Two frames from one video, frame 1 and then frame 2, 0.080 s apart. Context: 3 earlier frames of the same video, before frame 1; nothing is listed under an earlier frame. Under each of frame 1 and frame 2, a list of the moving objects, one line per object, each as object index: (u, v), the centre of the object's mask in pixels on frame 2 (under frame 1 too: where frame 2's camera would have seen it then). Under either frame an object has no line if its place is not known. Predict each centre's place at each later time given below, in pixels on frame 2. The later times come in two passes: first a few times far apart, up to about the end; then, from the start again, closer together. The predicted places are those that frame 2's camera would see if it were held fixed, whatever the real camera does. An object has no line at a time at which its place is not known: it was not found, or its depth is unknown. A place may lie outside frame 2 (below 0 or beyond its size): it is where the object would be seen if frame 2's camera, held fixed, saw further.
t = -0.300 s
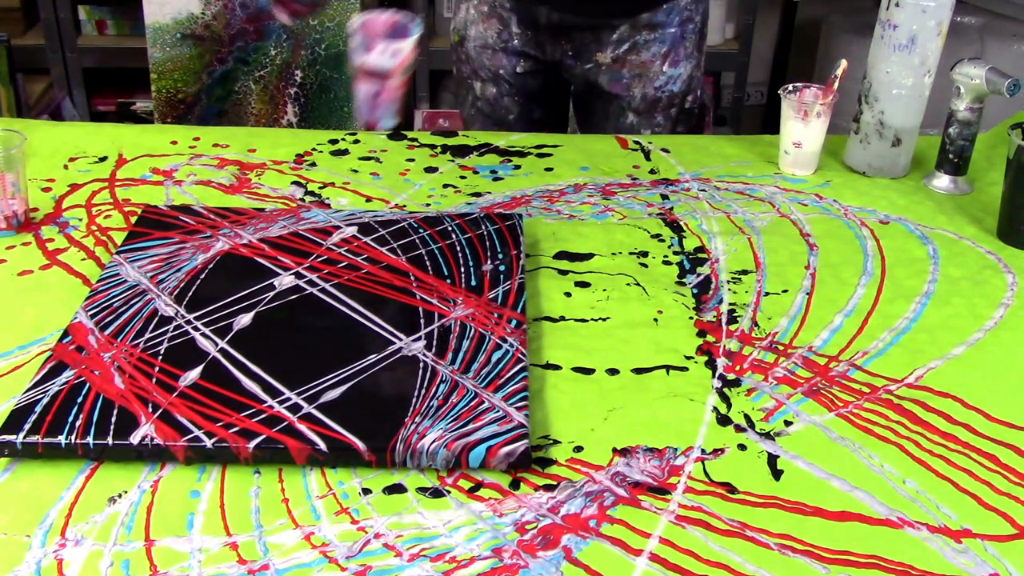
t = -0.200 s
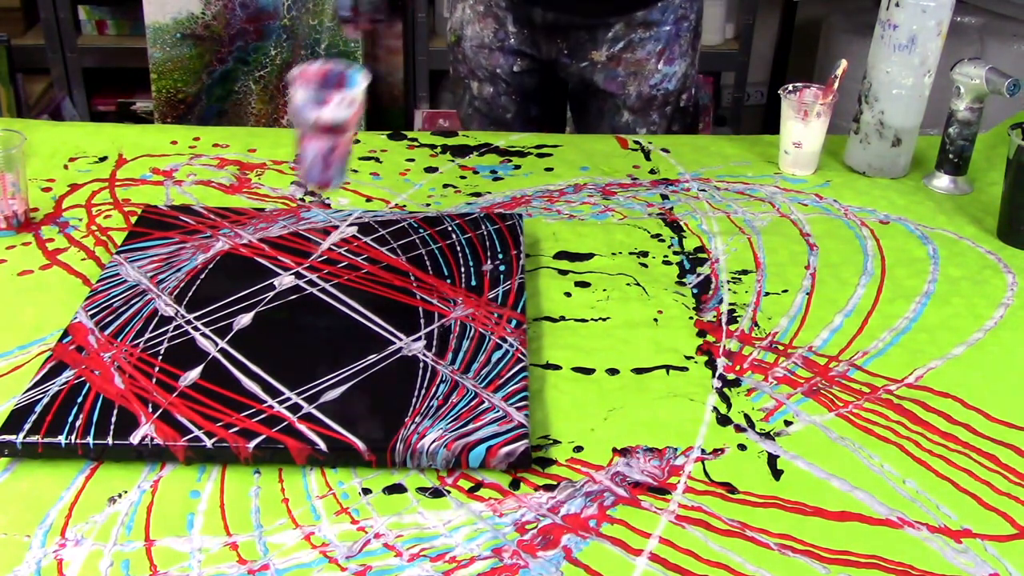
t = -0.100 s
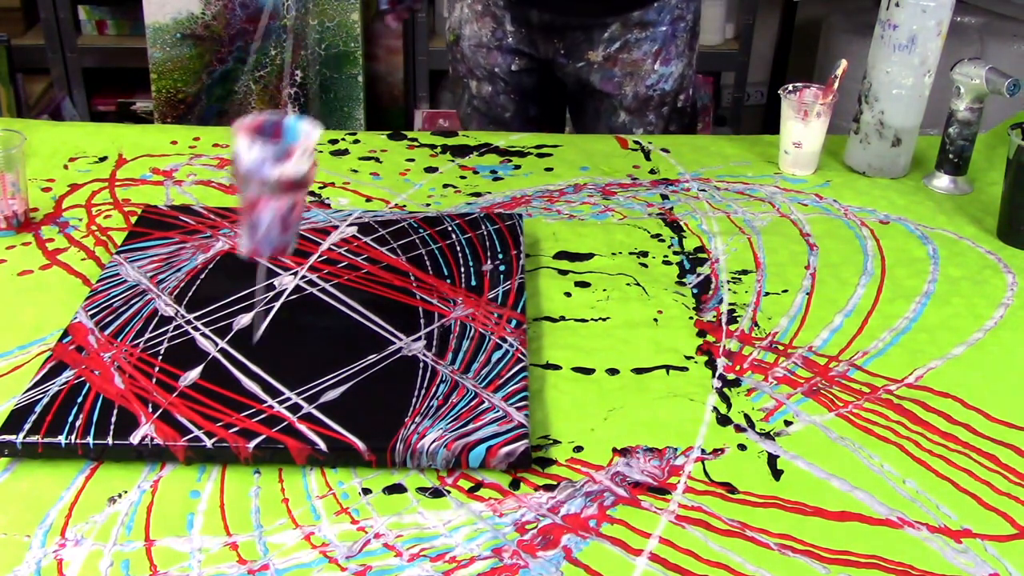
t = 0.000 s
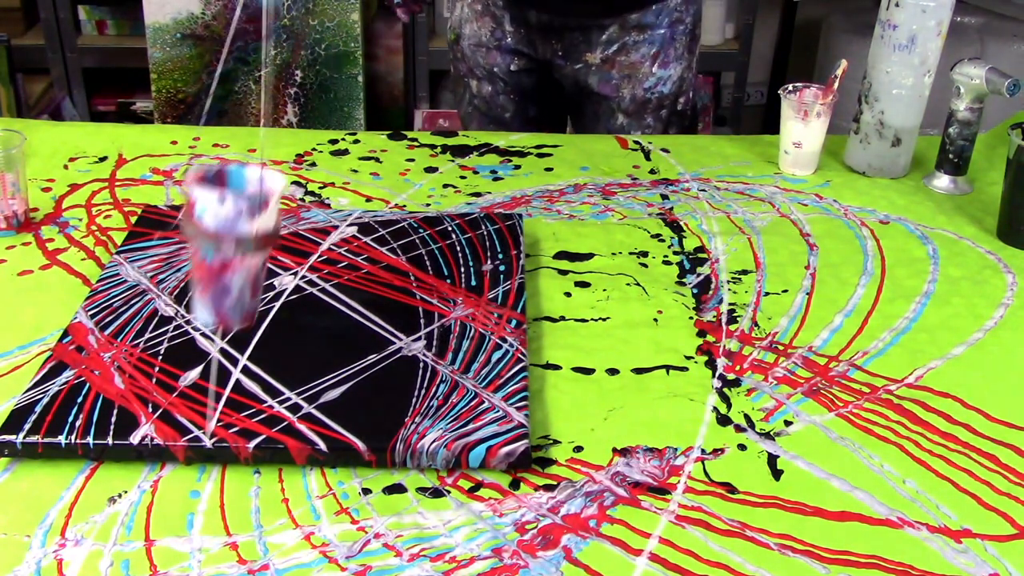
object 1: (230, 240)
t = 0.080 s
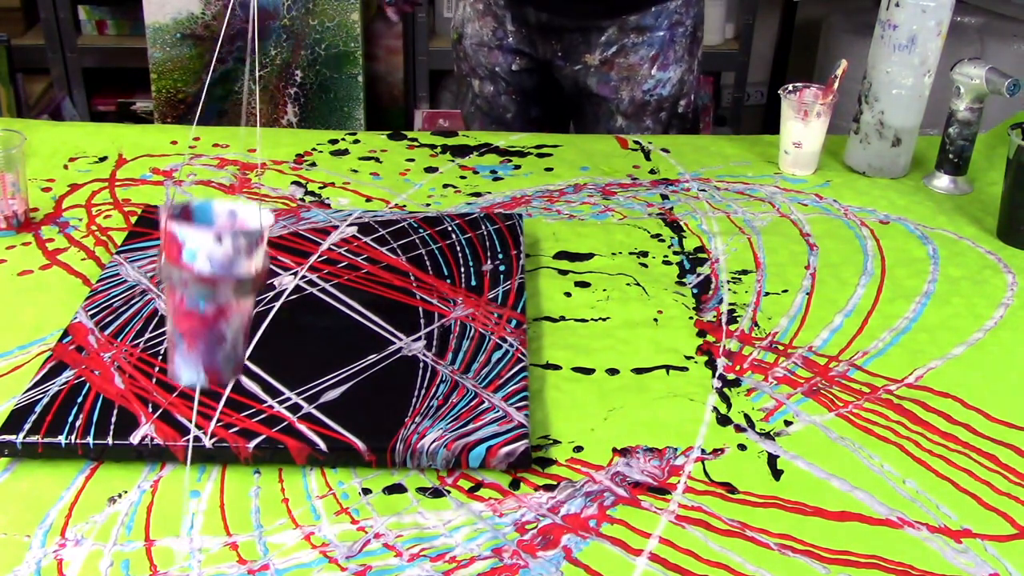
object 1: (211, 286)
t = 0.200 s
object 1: (224, 345)
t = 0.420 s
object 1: (406, 397)
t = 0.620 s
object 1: (613, 354)
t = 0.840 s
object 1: (698, 236)
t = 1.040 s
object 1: (678, 114)
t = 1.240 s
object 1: (616, 35)
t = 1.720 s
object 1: (415, 34)
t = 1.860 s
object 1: (360, 75)
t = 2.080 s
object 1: (300, 199)
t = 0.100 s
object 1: (209, 295)
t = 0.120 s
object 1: (208, 306)
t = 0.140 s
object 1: (209, 316)
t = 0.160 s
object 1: (213, 326)
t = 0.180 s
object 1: (217, 336)
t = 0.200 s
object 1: (224, 345)
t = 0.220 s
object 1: (232, 352)
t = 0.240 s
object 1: (243, 360)
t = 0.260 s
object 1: (254, 367)
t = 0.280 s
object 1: (267, 373)
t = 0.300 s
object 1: (283, 378)
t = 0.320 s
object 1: (301, 385)
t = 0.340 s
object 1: (321, 389)
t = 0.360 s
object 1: (341, 392)
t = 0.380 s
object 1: (360, 395)
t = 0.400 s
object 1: (382, 395)
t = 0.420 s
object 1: (406, 397)
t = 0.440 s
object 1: (428, 397)
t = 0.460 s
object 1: (452, 396)
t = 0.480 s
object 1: (475, 394)
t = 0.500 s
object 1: (497, 391)
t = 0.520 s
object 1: (518, 386)
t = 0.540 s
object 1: (539, 382)
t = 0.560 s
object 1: (560, 375)
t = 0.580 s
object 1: (578, 369)
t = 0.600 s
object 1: (597, 362)
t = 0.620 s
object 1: (613, 354)
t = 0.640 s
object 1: (628, 346)
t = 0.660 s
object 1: (641, 336)
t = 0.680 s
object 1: (653, 326)
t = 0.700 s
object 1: (663, 317)
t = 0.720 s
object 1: (672, 306)
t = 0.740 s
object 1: (679, 295)
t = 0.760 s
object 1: (685, 283)
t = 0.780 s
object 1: (689, 272)
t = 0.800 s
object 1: (693, 259)
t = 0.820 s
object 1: (696, 248)
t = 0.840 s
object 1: (698, 236)
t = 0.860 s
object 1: (699, 225)
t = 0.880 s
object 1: (699, 212)
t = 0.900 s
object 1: (699, 199)
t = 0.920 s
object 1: (697, 186)
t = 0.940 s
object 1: (695, 173)
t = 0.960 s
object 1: (693, 162)
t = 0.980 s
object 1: (690, 149)
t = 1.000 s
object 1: (687, 137)
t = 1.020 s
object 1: (683, 125)
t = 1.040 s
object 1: (678, 114)
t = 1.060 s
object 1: (674, 103)
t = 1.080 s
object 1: (668, 92)
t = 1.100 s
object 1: (663, 82)
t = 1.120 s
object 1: (657, 71)
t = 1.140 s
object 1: (651, 63)
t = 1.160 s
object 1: (644, 53)
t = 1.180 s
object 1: (637, 47)
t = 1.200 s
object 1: (631, 42)
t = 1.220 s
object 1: (624, 39)
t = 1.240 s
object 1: (616, 35)
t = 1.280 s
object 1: (602, 28)
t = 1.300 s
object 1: (594, 27)
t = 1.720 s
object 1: (415, 34)
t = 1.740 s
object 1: (406, 38)
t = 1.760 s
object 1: (398, 46)
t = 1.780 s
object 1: (391, 45)
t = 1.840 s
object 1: (368, 66)
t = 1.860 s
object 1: (360, 75)
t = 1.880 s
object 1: (352, 85)
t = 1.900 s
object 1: (345, 94)
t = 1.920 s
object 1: (339, 106)
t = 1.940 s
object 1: (333, 116)
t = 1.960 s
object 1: (326, 128)
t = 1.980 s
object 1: (321, 140)
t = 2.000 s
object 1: (315, 152)
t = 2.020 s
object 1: (311, 164)
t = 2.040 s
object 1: (306, 175)
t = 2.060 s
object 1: (303, 186)
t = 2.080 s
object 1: (300, 199)
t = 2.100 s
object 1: (298, 211)
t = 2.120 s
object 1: (296, 224)
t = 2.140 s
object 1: (294, 236)
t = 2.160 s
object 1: (295, 247)
